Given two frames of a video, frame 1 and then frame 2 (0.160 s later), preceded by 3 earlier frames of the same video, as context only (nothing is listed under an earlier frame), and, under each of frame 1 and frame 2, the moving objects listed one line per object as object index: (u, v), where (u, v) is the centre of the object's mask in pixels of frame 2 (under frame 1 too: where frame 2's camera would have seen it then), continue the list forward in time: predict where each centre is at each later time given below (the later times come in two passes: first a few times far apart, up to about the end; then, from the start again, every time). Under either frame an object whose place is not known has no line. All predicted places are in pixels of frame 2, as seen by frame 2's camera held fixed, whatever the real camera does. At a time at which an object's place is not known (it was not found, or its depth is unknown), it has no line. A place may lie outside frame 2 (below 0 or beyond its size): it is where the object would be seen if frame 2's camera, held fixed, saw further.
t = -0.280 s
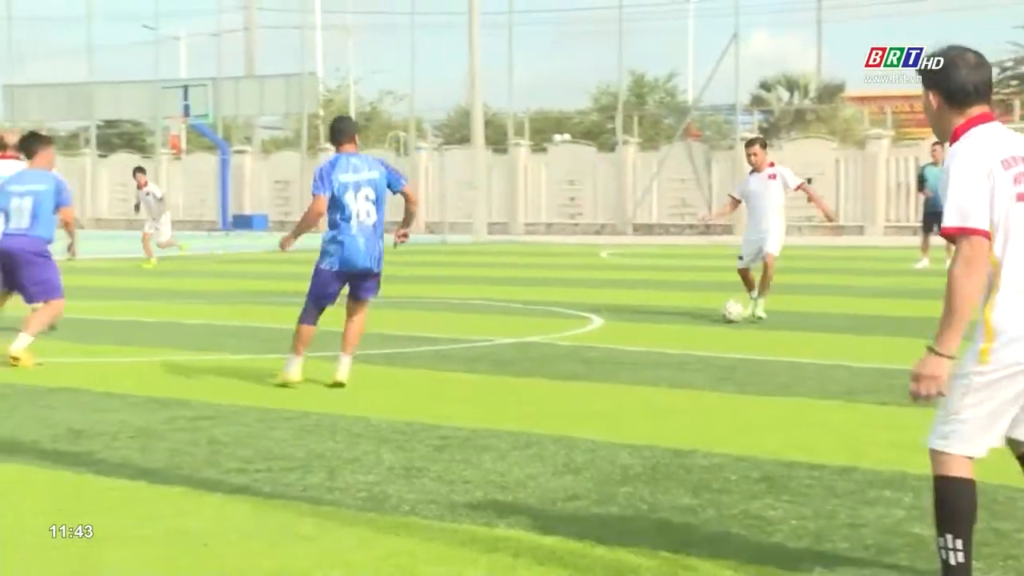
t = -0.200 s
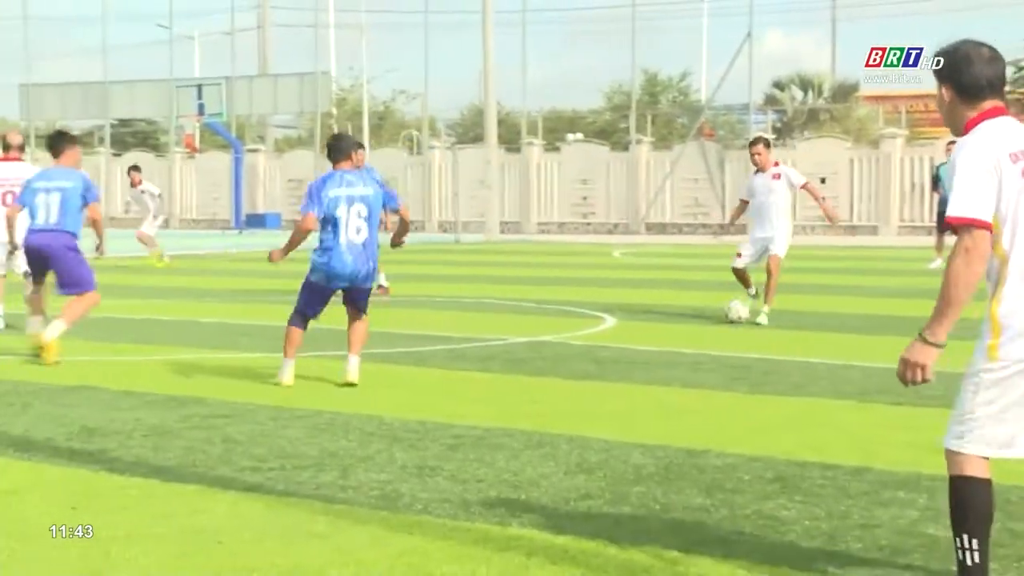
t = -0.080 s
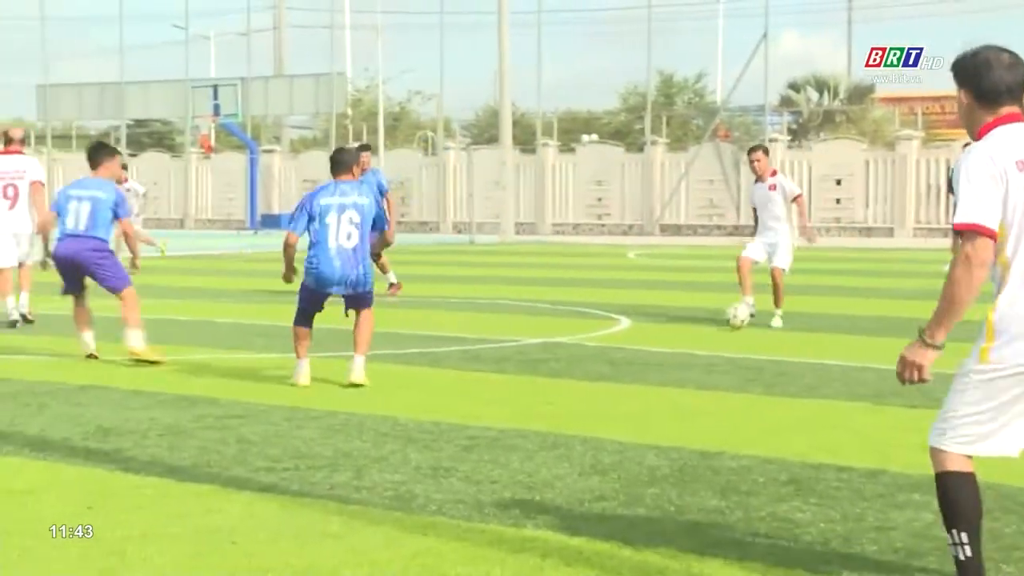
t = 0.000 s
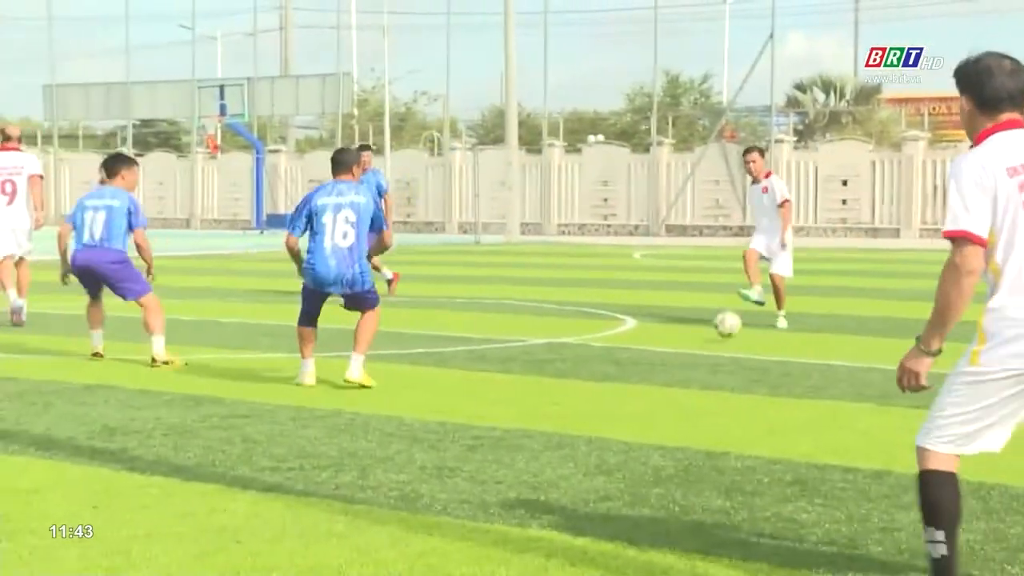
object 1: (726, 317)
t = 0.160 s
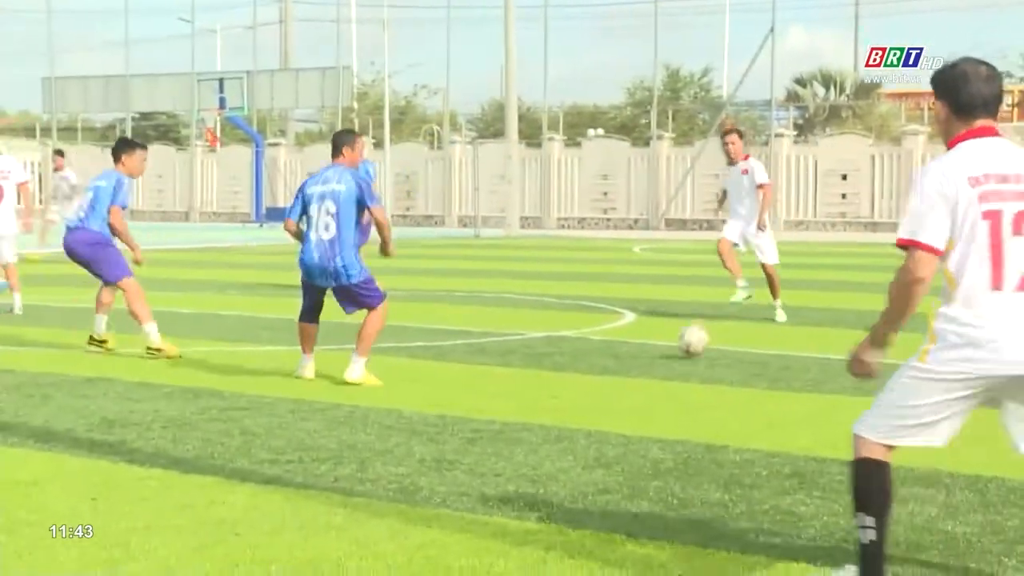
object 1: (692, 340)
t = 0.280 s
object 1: (666, 361)
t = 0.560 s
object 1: (584, 420)
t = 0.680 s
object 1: (540, 451)
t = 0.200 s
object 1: (685, 346)
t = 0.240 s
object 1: (676, 356)
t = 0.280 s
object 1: (666, 361)
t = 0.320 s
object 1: (655, 366)
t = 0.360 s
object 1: (643, 375)
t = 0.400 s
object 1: (632, 384)
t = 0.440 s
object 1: (622, 389)
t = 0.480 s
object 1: (609, 398)
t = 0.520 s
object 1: (596, 410)
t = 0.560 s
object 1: (584, 420)
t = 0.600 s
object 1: (570, 430)
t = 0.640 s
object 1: (556, 441)
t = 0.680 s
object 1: (540, 451)
